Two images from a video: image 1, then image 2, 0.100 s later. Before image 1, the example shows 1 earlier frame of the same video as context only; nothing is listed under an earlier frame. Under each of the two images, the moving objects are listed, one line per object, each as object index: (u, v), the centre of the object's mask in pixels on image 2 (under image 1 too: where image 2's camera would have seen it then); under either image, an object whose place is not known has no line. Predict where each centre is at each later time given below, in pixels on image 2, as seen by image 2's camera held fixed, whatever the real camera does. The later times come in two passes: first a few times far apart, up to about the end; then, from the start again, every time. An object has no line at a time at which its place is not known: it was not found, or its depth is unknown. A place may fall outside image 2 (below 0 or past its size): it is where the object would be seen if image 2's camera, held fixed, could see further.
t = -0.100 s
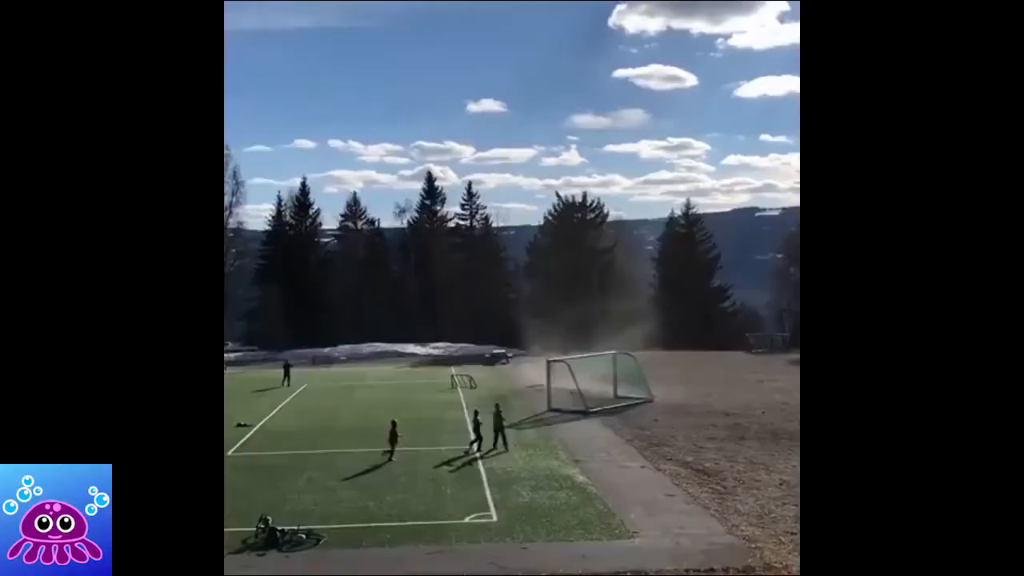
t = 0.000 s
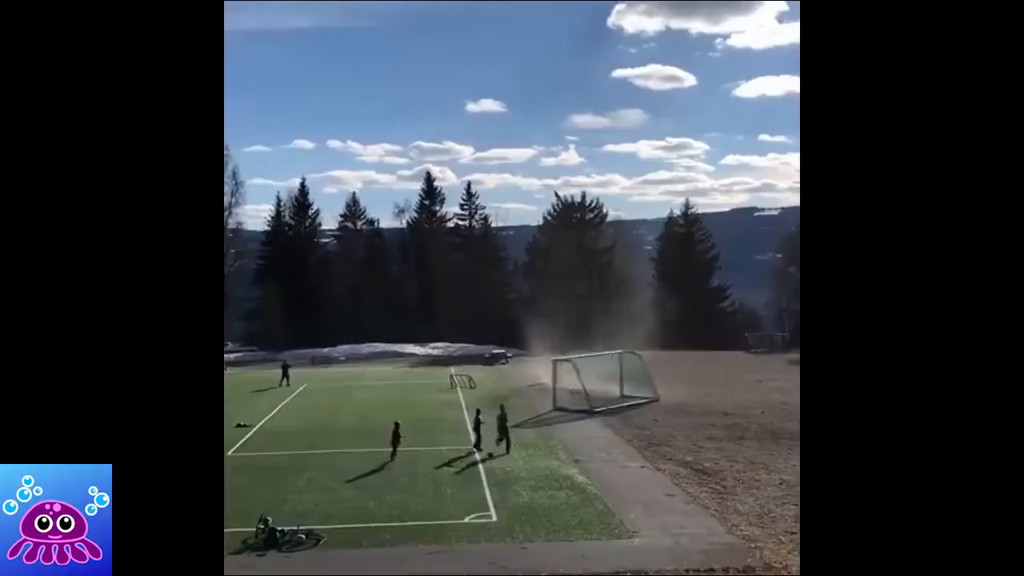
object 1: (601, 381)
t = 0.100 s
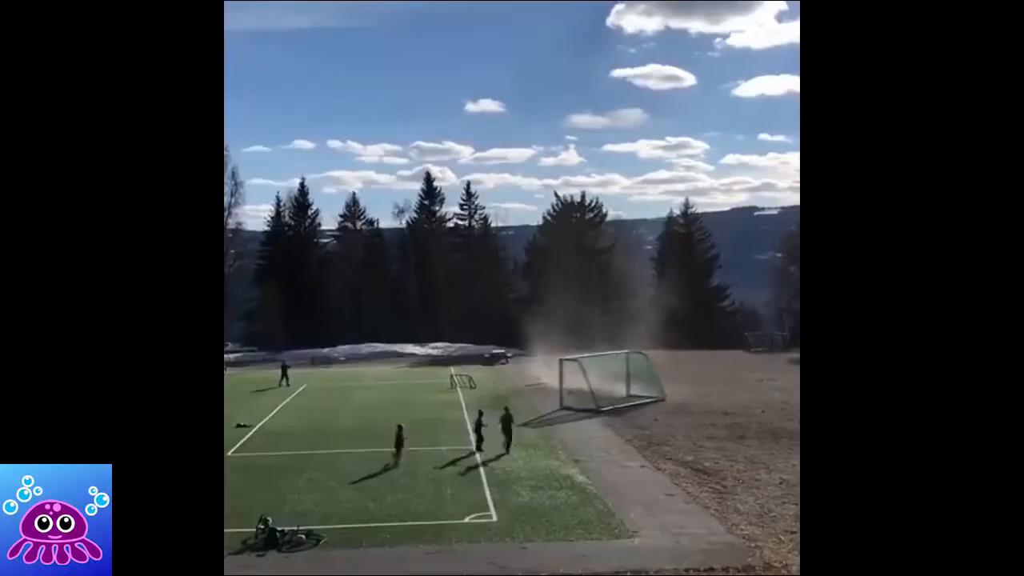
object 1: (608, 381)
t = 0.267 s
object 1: (618, 380)
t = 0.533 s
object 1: (634, 379)
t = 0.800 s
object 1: (652, 378)
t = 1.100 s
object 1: (671, 377)
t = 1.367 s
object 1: (686, 375)
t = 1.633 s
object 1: (705, 375)
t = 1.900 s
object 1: (722, 374)
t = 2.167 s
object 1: (739, 372)
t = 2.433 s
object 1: (758, 374)
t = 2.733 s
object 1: (781, 373)
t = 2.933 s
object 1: (796, 372)
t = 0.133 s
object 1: (609, 381)
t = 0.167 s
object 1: (610, 381)
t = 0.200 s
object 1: (614, 380)
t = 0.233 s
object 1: (616, 380)
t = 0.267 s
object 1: (618, 380)
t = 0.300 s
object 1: (620, 380)
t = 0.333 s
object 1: (621, 380)
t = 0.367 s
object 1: (622, 380)
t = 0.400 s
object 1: (627, 379)
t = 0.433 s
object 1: (629, 379)
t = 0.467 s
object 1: (631, 379)
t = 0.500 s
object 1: (633, 379)
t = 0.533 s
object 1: (634, 379)
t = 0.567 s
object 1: (636, 379)
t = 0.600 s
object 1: (639, 379)
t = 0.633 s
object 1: (641, 379)
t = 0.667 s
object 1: (644, 379)
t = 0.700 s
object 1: (646, 378)
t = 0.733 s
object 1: (647, 378)
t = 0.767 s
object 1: (649, 378)
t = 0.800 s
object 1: (652, 378)
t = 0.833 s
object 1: (654, 378)
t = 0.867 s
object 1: (656, 378)
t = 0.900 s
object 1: (658, 378)
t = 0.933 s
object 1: (659, 377)
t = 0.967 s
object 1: (660, 377)
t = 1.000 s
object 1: (665, 377)
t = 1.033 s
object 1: (666, 377)
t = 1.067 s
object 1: (669, 377)
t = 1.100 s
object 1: (671, 377)
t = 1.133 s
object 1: (672, 376)
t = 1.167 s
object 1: (673, 376)
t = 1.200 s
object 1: (677, 376)
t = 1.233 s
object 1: (679, 376)
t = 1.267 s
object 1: (681, 376)
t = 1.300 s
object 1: (683, 376)
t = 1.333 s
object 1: (685, 376)
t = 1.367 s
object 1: (686, 375)
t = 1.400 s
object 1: (690, 375)
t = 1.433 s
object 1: (691, 375)
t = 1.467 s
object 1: (694, 375)
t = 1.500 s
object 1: (696, 375)
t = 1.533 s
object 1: (697, 375)
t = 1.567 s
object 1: (699, 375)
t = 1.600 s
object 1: (703, 375)
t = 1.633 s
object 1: (705, 375)
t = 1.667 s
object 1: (707, 375)
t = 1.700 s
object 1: (709, 375)
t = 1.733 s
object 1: (711, 375)
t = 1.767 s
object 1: (712, 374)
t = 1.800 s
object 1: (716, 374)
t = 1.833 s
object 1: (718, 374)
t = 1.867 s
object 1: (720, 373)
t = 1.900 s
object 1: (722, 374)
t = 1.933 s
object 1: (723, 374)
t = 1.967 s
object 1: (726, 373)
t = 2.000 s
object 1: (729, 373)
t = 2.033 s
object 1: (731, 372)
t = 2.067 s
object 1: (733, 372)
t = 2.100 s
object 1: (735, 372)
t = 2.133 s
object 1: (737, 372)
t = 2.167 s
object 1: (739, 372)
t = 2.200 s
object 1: (742, 372)
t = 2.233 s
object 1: (745, 372)
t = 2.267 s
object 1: (747, 372)
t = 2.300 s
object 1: (749, 372)
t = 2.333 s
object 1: (751, 372)
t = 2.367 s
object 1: (754, 373)
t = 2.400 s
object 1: (756, 375)
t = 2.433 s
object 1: (758, 374)
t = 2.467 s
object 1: (761, 374)
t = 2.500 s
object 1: (764, 375)
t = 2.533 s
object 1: (765, 374)
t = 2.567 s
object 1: (768, 374)
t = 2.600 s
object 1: (772, 374)
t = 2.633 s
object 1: (775, 374)
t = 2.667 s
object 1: (777, 374)
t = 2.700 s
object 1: (780, 373)
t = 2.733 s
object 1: (781, 373)
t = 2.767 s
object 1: (783, 374)
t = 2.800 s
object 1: (787, 372)
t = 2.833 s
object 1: (790, 372)
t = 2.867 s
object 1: (792, 372)
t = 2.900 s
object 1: (795, 372)
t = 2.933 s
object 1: (796, 372)
